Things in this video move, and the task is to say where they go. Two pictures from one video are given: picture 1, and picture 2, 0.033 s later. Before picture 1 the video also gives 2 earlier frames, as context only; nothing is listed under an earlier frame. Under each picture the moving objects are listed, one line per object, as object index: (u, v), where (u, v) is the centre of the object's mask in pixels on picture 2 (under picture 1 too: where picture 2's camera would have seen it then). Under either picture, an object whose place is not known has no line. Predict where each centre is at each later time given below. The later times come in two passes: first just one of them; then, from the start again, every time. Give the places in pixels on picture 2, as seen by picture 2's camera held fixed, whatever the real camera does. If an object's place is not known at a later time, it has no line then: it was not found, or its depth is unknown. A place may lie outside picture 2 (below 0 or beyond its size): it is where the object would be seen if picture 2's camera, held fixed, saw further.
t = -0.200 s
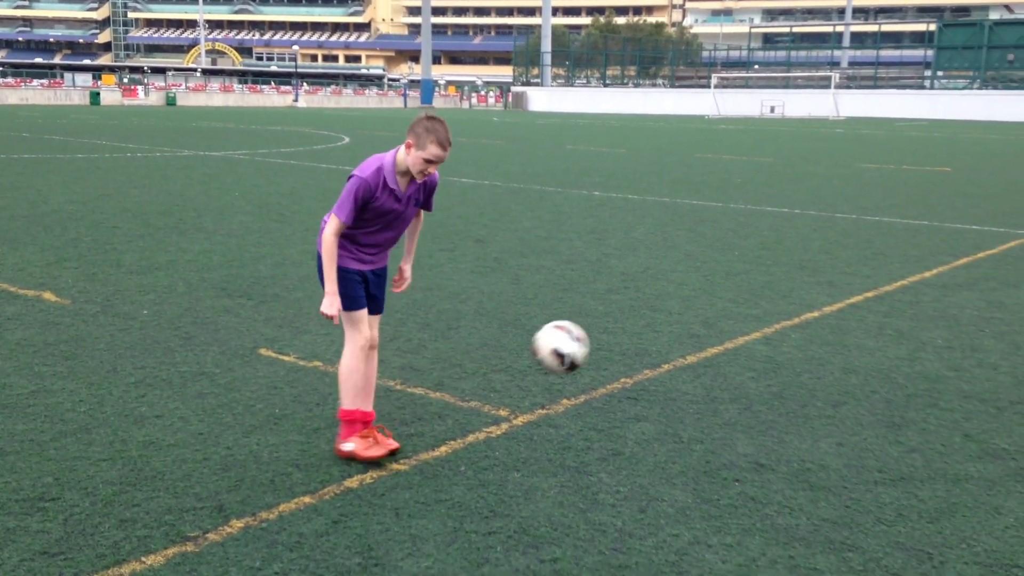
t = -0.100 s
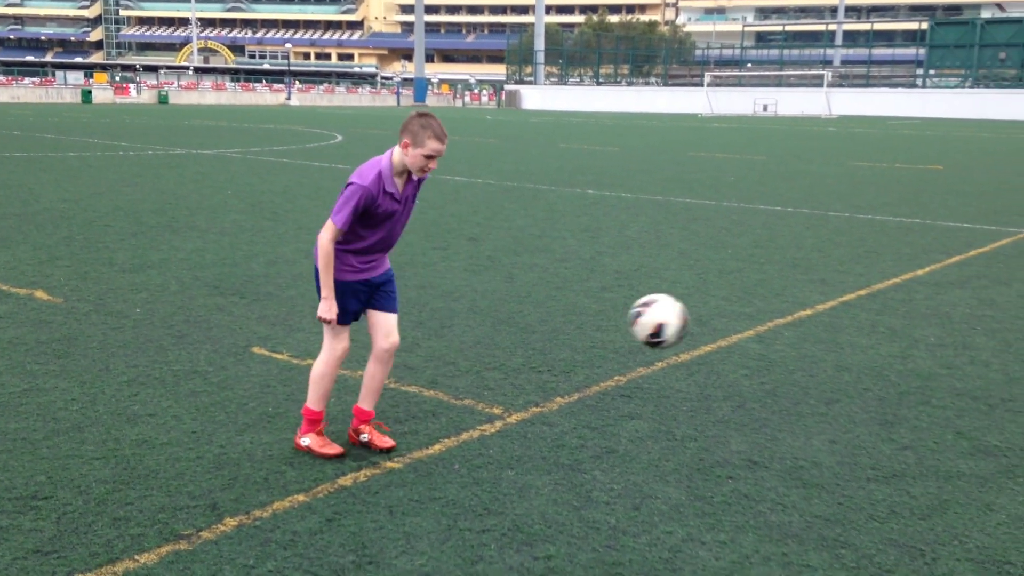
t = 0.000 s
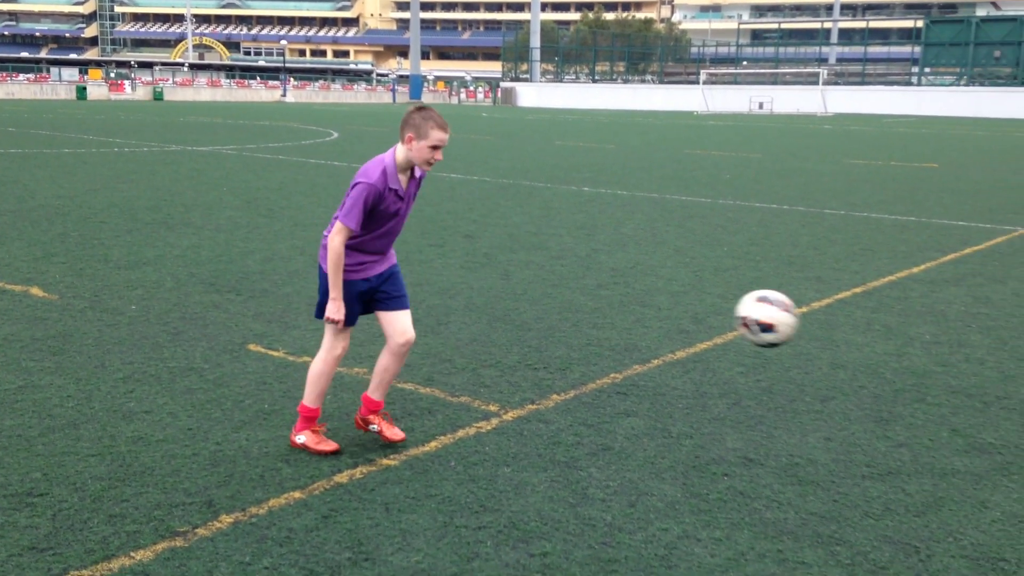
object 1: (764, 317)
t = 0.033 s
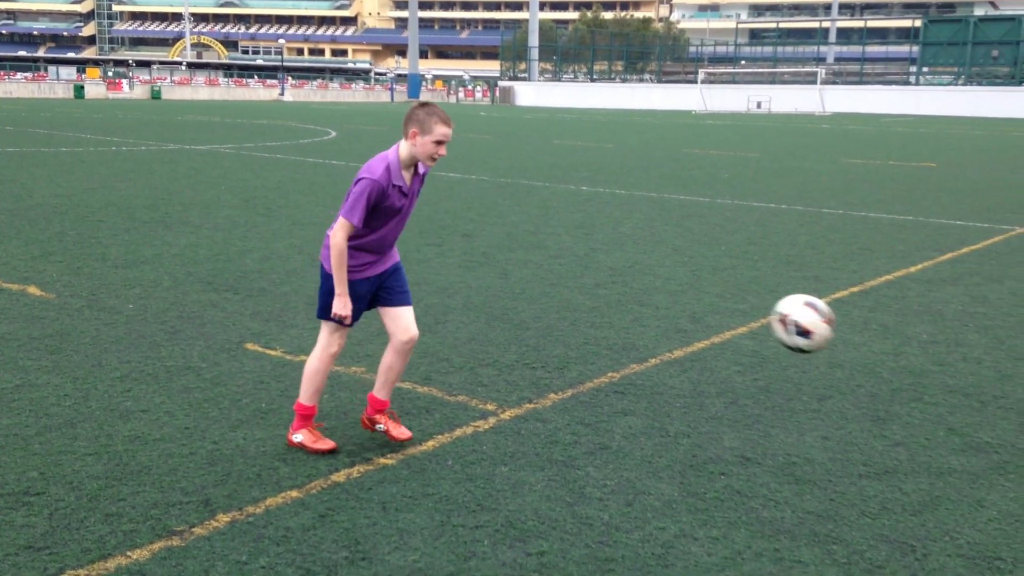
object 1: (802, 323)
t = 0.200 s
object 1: (1008, 401)
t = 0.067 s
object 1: (842, 332)
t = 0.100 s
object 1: (883, 344)
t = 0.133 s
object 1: (924, 360)
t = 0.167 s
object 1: (966, 379)
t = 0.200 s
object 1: (1008, 401)
